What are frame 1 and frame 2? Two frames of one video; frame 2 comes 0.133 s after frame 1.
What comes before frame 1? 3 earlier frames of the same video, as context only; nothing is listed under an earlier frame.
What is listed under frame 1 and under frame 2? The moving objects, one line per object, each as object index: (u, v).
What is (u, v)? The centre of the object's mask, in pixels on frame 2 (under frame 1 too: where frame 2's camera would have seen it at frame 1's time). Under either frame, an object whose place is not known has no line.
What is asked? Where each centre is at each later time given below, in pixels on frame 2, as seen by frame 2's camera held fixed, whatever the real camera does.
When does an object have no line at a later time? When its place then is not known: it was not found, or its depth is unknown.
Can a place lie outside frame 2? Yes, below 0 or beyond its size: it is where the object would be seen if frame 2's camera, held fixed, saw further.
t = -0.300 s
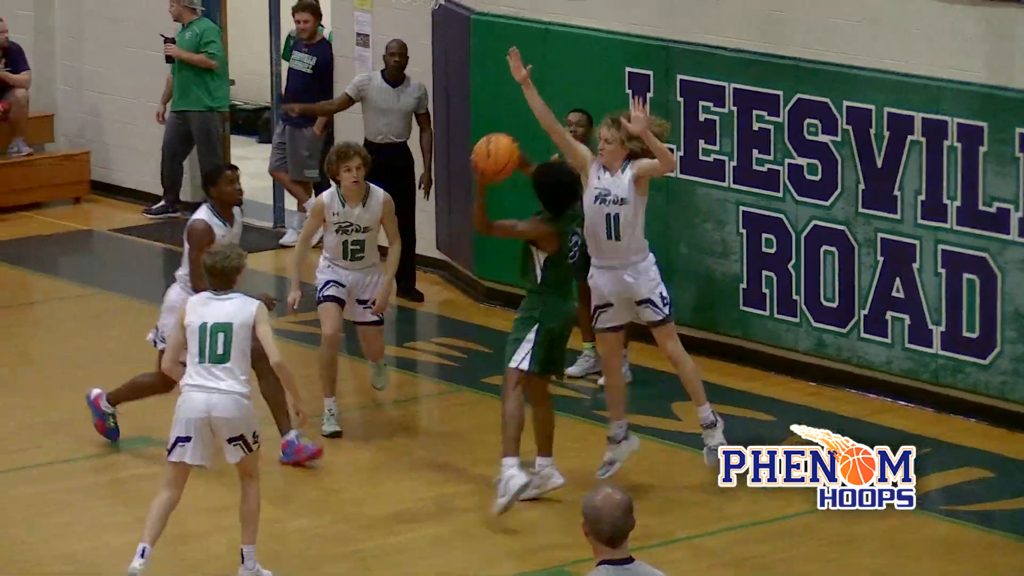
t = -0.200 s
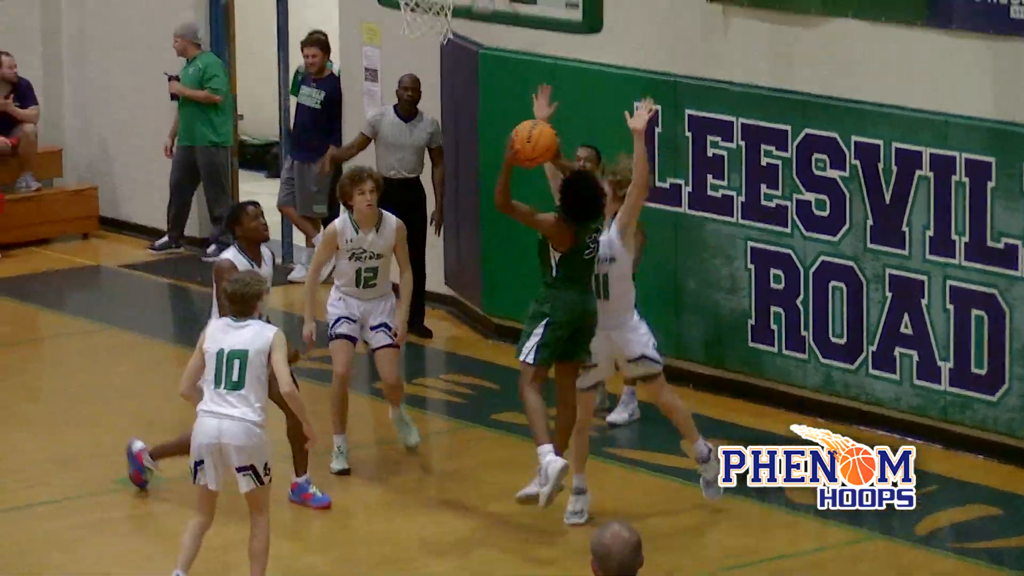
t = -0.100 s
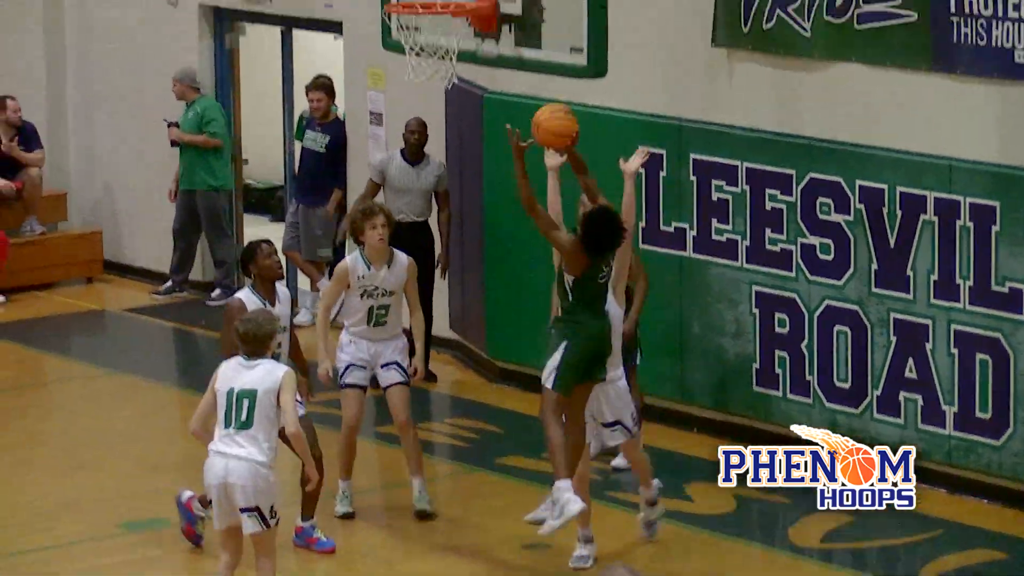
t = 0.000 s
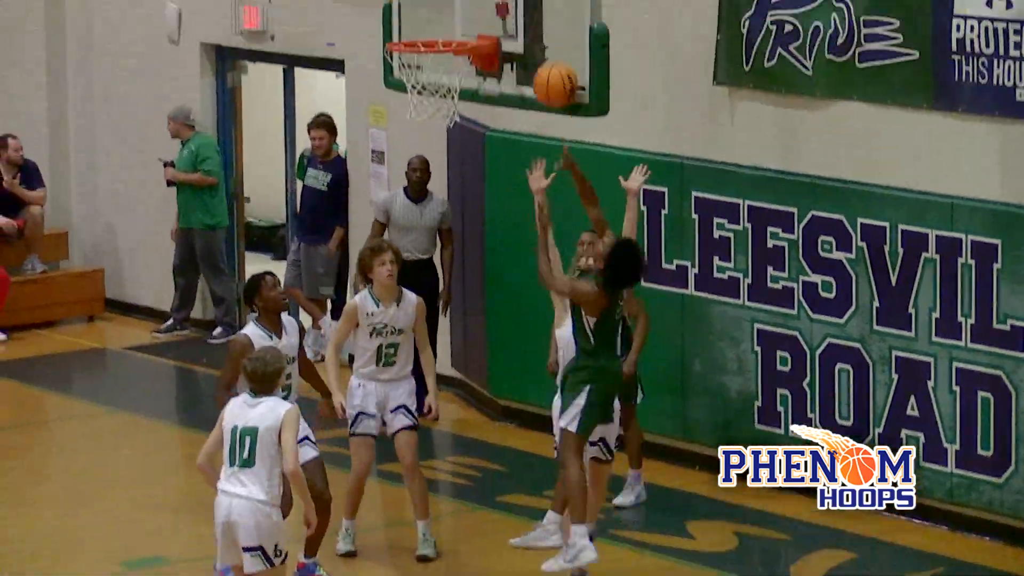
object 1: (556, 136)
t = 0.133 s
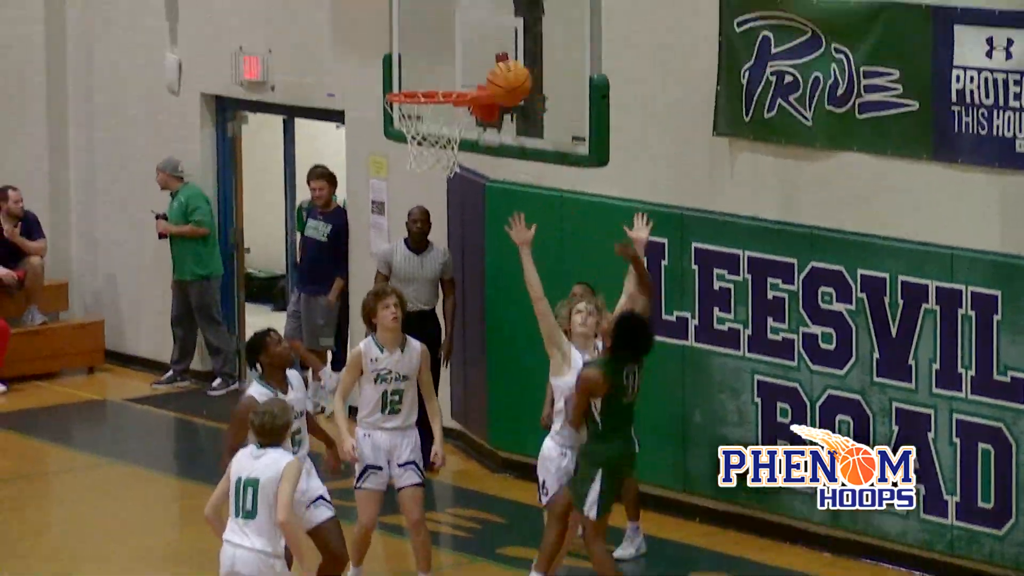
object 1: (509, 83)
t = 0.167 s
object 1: (496, 75)
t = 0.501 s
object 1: (418, 78)
